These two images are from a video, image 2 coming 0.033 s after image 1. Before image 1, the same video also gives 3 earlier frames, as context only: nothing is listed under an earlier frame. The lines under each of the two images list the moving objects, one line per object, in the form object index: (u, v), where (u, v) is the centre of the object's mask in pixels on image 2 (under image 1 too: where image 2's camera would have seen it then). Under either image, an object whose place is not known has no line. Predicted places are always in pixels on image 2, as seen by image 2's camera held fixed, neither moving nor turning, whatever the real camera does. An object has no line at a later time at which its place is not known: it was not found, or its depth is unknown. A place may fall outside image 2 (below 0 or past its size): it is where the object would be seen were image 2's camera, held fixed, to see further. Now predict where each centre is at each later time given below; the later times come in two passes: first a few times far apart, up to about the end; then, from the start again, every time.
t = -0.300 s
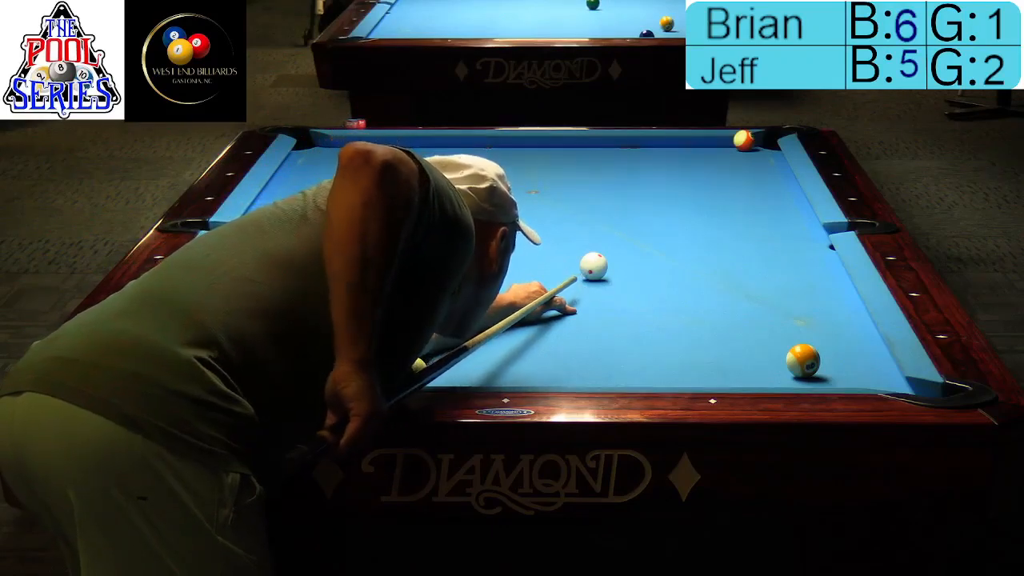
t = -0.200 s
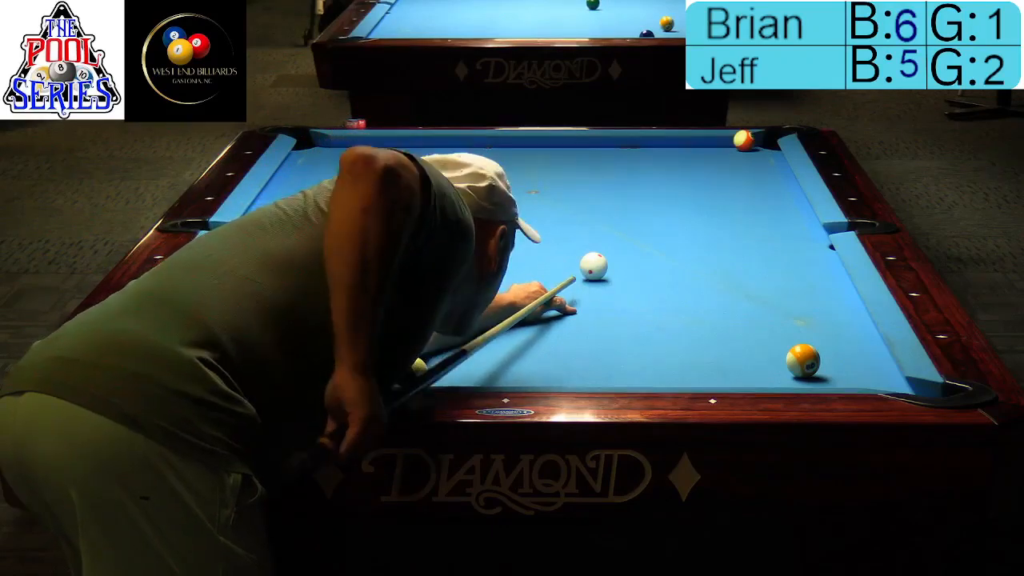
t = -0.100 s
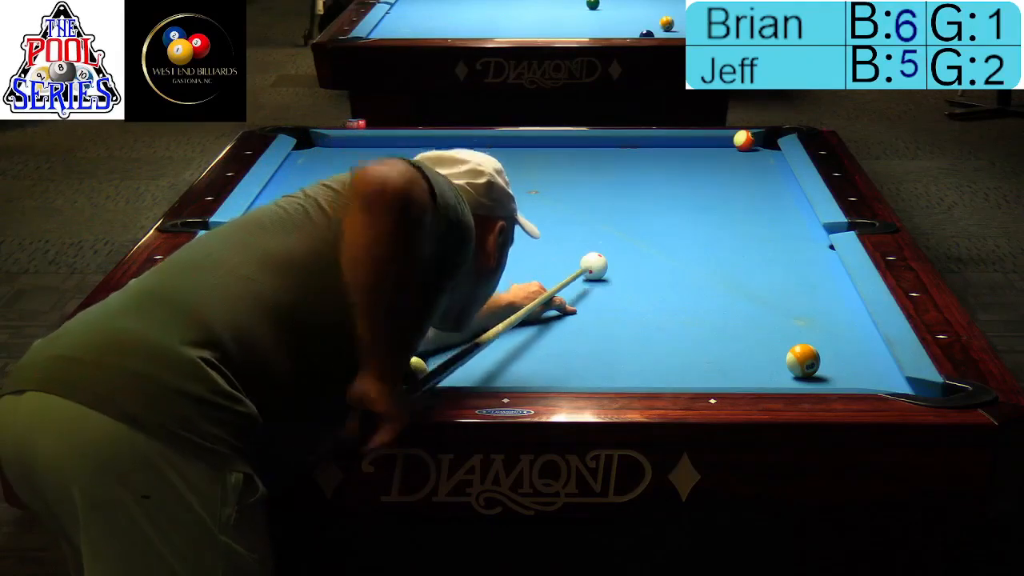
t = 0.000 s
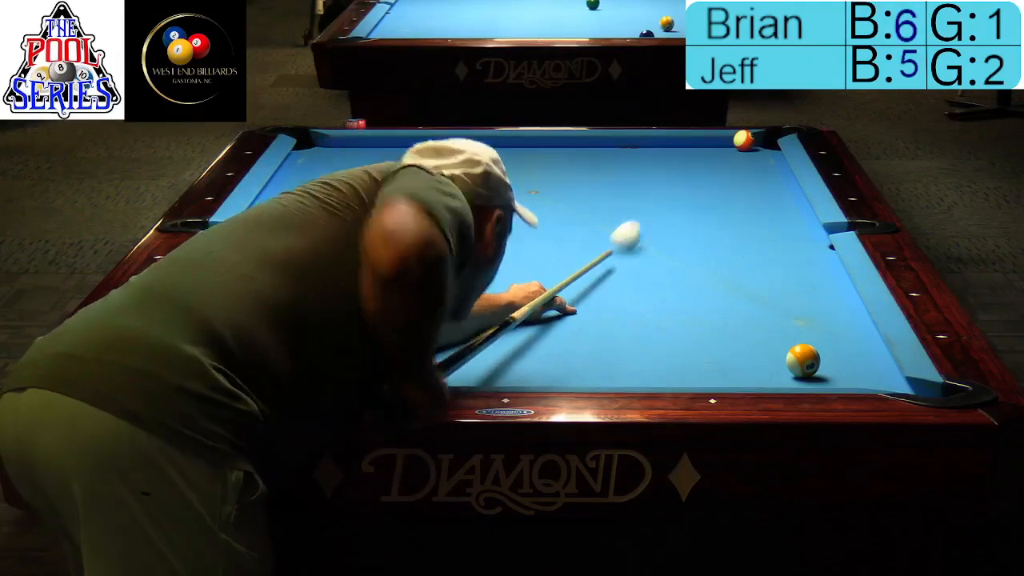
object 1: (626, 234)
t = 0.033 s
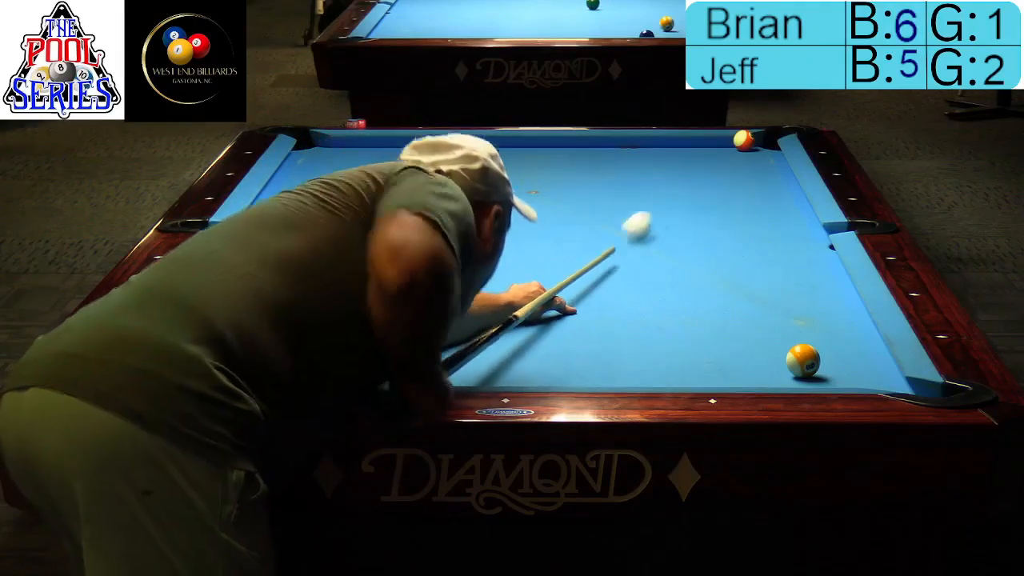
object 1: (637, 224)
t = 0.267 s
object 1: (704, 169)
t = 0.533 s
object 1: (711, 140)
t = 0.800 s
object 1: (700, 146)
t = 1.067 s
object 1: (690, 150)
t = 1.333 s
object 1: (682, 154)
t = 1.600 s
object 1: (673, 158)
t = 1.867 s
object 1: (666, 162)
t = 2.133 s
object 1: (659, 165)
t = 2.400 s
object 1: (652, 168)
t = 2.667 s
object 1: (647, 171)
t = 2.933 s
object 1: (642, 173)
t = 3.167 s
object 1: (638, 174)
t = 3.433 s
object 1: (635, 175)
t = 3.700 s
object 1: (634, 176)
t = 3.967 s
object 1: (632, 177)
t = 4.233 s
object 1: (632, 177)
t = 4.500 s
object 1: (632, 177)
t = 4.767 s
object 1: (632, 177)
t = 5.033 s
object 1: (632, 177)
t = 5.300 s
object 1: (633, 177)
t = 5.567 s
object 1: (633, 177)
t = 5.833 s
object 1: (633, 177)
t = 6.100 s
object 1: (633, 177)
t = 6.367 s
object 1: (633, 177)
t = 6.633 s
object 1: (632, 177)
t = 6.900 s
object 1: (633, 177)
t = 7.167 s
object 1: (633, 177)
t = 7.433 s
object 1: (633, 177)
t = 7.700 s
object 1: (633, 177)
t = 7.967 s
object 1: (633, 177)
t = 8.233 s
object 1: (633, 177)
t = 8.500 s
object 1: (633, 177)
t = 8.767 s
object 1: (633, 177)
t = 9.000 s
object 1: (633, 177)
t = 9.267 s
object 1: (632, 177)
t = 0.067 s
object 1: (648, 215)
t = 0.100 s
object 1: (658, 206)
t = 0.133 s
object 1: (667, 199)
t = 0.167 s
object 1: (678, 191)
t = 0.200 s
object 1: (686, 183)
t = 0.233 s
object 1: (695, 175)
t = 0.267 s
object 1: (704, 169)
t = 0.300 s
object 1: (711, 162)
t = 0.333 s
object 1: (719, 156)
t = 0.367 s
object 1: (726, 150)
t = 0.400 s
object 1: (732, 144)
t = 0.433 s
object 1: (728, 142)
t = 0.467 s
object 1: (722, 142)
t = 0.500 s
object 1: (716, 141)
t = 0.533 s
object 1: (711, 140)
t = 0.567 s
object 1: (709, 141)
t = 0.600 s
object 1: (707, 142)
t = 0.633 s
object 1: (706, 143)
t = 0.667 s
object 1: (704, 144)
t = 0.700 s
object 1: (704, 144)
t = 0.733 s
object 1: (702, 145)
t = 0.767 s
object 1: (701, 145)
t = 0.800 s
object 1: (700, 146)
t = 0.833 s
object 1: (699, 146)
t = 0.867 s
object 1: (698, 146)
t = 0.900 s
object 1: (696, 147)
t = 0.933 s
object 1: (695, 148)
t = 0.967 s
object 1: (694, 148)
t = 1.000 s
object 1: (693, 149)
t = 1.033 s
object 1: (692, 150)
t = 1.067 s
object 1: (690, 150)
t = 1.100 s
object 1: (689, 150)
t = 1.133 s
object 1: (688, 151)
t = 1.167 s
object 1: (687, 152)
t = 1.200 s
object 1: (686, 152)
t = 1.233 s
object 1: (685, 153)
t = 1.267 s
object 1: (684, 153)
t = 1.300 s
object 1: (683, 154)
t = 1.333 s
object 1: (682, 154)
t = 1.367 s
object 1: (681, 155)
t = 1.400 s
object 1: (680, 155)
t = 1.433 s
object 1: (678, 156)
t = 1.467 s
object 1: (677, 156)
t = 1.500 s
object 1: (677, 157)
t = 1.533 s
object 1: (675, 157)
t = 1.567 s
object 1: (675, 158)
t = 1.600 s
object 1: (673, 158)
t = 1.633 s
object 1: (672, 159)
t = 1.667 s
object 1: (671, 159)
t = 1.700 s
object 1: (670, 159)
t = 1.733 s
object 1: (669, 160)
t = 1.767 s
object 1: (668, 160)
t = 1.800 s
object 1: (668, 161)
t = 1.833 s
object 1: (667, 161)
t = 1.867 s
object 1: (666, 162)
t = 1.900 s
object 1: (665, 162)
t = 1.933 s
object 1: (664, 163)
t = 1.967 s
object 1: (663, 163)
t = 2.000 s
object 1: (662, 164)
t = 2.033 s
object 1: (661, 164)
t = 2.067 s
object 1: (660, 165)
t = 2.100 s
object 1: (660, 165)
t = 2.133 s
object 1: (659, 165)
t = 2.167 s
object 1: (658, 166)
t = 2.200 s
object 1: (657, 166)
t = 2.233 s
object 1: (656, 166)
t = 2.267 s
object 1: (655, 167)
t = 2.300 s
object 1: (655, 167)
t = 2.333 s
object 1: (654, 167)
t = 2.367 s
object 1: (653, 168)
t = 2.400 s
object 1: (652, 168)
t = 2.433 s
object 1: (652, 168)
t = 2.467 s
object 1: (651, 169)
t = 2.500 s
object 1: (650, 169)
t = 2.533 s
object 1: (650, 169)
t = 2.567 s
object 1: (649, 170)
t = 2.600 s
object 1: (648, 170)
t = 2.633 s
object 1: (648, 170)
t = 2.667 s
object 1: (647, 171)
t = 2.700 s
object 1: (646, 171)
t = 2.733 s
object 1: (646, 171)
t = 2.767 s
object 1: (645, 170)
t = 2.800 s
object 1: (644, 172)
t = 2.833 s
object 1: (644, 172)
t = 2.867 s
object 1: (643, 172)
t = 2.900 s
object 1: (643, 172)
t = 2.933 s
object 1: (642, 173)
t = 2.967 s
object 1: (642, 173)
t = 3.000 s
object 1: (641, 173)
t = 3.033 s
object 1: (640, 172)
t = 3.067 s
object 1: (639, 172)
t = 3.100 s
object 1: (639, 172)
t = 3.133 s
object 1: (638, 173)
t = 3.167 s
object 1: (638, 174)
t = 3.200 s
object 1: (638, 174)
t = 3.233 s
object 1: (637, 174)
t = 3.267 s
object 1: (637, 174)
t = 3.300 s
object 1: (637, 175)
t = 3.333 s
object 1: (636, 175)
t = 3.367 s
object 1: (636, 175)
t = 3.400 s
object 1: (635, 175)
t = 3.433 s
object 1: (635, 175)
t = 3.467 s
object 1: (635, 176)
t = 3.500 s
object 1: (635, 176)
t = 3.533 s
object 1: (634, 176)
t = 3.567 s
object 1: (634, 175)
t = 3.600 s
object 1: (633, 174)
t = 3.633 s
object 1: (632, 173)
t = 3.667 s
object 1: (633, 175)
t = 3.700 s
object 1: (634, 176)
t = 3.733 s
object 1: (635, 178)
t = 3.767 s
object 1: (633, 177)
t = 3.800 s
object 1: (633, 177)
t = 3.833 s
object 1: (633, 177)
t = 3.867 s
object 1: (633, 177)
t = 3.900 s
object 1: (632, 177)
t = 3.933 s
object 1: (633, 177)
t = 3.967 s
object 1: (632, 177)
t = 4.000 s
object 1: (632, 177)
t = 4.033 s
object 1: (632, 177)
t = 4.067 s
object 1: (632, 177)
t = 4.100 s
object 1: (632, 177)
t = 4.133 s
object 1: (632, 177)
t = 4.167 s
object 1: (632, 177)
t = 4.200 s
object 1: (632, 177)
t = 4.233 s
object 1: (632, 177)
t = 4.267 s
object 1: (632, 177)
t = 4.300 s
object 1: (632, 177)
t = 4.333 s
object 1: (632, 177)
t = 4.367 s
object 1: (632, 177)
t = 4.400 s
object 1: (632, 177)
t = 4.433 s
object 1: (632, 177)
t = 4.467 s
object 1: (632, 177)
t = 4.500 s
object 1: (632, 177)
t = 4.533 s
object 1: (632, 177)
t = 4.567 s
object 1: (632, 177)
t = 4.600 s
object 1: (632, 177)
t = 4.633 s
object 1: (632, 177)
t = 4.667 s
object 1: (632, 177)
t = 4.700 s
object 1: (632, 177)
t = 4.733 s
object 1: (632, 177)
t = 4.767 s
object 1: (632, 177)
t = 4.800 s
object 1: (632, 177)
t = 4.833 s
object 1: (632, 177)
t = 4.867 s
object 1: (632, 177)
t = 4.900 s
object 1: (632, 177)
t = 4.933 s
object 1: (632, 177)
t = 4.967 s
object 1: (632, 177)
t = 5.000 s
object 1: (632, 177)
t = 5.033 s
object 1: (632, 177)
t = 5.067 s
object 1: (632, 177)
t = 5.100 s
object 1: (632, 177)
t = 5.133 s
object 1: (632, 177)
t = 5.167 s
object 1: (632, 177)
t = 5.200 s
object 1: (632, 177)
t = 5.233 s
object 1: (632, 177)
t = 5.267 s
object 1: (632, 177)
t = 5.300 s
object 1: (633, 177)
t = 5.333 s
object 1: (632, 177)
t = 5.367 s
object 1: (633, 177)
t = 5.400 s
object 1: (633, 177)
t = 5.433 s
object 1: (633, 177)
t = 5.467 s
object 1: (633, 177)
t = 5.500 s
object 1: (633, 177)
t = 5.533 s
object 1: (633, 177)
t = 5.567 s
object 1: (633, 177)
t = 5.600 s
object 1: (633, 177)
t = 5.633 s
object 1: (633, 177)
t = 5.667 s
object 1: (633, 177)
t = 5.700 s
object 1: (632, 177)
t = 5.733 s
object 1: (632, 177)
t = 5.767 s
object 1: (632, 177)
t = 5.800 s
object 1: (633, 177)
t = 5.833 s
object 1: (633, 177)
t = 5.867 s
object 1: (633, 177)
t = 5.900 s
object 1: (633, 177)
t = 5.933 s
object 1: (633, 177)
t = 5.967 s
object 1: (633, 177)
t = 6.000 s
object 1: (633, 177)
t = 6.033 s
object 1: (633, 177)
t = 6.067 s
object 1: (633, 177)
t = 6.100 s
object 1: (633, 177)
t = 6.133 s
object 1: (633, 177)
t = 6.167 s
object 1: (633, 177)
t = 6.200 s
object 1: (633, 177)
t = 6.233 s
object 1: (633, 177)
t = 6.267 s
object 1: (633, 177)
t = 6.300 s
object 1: (633, 177)
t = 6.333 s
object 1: (633, 177)
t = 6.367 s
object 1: (633, 177)
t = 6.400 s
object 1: (633, 177)
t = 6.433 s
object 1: (633, 177)
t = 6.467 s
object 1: (633, 177)
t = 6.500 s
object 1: (633, 177)
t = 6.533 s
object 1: (633, 177)
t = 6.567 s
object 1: (633, 177)
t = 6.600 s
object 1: (633, 177)
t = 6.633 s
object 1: (632, 177)
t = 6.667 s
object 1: (633, 177)
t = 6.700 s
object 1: (633, 177)
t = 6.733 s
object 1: (633, 177)
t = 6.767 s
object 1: (633, 177)
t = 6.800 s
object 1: (633, 177)
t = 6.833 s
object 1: (633, 177)
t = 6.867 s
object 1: (633, 177)
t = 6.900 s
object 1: (633, 177)
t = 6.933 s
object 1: (632, 177)
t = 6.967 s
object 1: (632, 177)
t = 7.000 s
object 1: (633, 177)
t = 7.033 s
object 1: (633, 177)
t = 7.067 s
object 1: (633, 177)
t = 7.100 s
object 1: (633, 177)
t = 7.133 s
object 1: (632, 177)
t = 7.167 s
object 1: (633, 177)
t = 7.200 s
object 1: (633, 177)
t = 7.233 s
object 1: (633, 177)
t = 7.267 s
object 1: (633, 177)
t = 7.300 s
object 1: (633, 177)
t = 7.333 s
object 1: (633, 177)
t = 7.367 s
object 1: (633, 177)
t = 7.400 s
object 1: (633, 177)
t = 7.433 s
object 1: (633, 177)
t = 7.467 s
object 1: (633, 177)
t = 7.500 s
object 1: (633, 177)
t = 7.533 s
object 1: (632, 177)
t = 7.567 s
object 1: (633, 177)
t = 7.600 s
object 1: (633, 177)
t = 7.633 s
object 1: (633, 177)
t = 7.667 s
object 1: (633, 177)
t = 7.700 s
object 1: (633, 177)
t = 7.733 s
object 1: (633, 177)
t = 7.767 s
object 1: (633, 177)
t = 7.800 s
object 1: (633, 177)
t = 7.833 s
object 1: (633, 177)
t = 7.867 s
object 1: (633, 177)
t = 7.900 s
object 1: (633, 177)
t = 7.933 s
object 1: (633, 177)
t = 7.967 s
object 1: (633, 177)
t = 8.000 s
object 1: (633, 177)
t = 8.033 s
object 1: (633, 177)
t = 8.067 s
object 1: (633, 177)
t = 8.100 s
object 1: (633, 177)
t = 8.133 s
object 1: (633, 177)
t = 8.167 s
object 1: (633, 177)
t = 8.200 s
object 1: (633, 177)
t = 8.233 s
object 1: (633, 177)
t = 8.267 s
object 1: (633, 177)
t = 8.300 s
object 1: (633, 177)
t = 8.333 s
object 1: (633, 177)
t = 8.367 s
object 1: (633, 177)
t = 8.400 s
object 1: (633, 177)
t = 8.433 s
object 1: (633, 177)
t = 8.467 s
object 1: (633, 177)
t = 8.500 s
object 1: (633, 177)
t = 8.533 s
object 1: (633, 177)
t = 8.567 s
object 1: (633, 177)
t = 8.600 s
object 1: (633, 177)
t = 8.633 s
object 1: (633, 177)
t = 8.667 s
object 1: (633, 177)
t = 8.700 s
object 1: (633, 177)
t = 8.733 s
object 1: (633, 177)
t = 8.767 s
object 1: (633, 177)
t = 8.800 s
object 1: (633, 177)
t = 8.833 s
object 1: (633, 177)
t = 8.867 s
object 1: (633, 177)
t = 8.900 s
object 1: (633, 177)
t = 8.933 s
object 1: (633, 177)
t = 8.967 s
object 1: (633, 177)
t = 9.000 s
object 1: (633, 177)
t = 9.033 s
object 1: (633, 177)
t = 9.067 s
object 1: (633, 177)
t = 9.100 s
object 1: (633, 177)
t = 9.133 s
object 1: (633, 177)
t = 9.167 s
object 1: (633, 177)
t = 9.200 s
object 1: (633, 177)
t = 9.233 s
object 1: (633, 177)
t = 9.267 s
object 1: (632, 177)
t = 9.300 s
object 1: (633, 177)
